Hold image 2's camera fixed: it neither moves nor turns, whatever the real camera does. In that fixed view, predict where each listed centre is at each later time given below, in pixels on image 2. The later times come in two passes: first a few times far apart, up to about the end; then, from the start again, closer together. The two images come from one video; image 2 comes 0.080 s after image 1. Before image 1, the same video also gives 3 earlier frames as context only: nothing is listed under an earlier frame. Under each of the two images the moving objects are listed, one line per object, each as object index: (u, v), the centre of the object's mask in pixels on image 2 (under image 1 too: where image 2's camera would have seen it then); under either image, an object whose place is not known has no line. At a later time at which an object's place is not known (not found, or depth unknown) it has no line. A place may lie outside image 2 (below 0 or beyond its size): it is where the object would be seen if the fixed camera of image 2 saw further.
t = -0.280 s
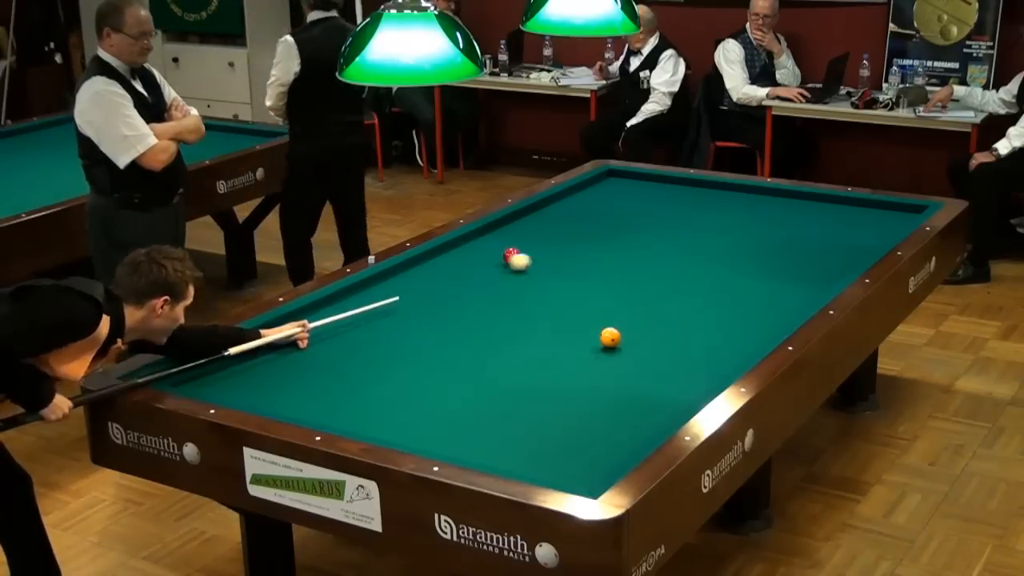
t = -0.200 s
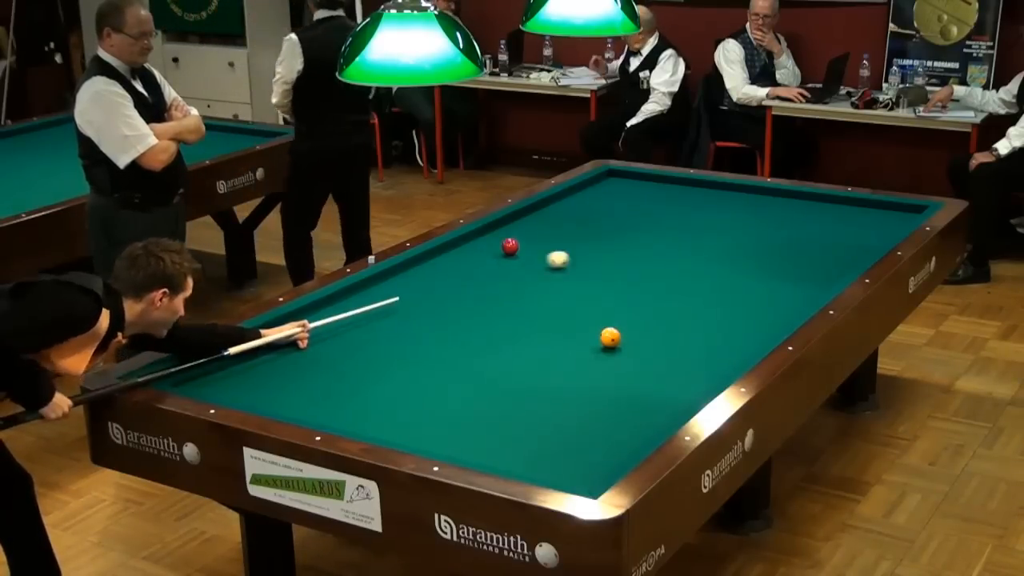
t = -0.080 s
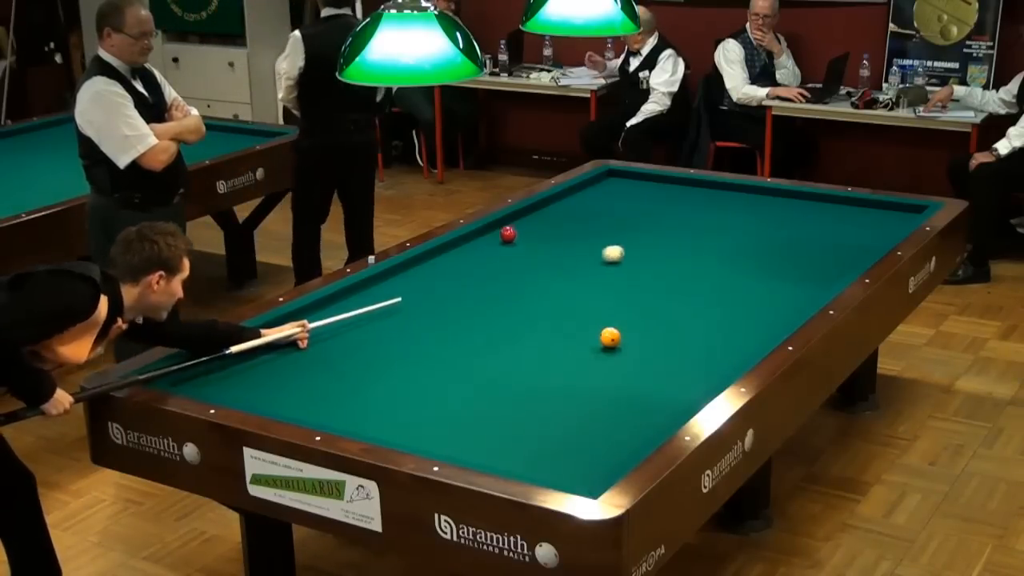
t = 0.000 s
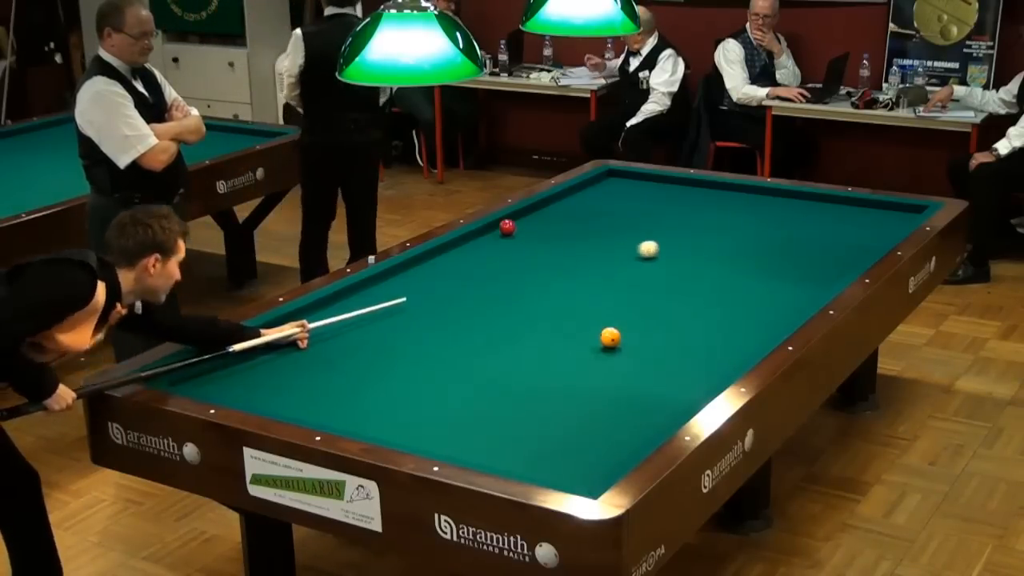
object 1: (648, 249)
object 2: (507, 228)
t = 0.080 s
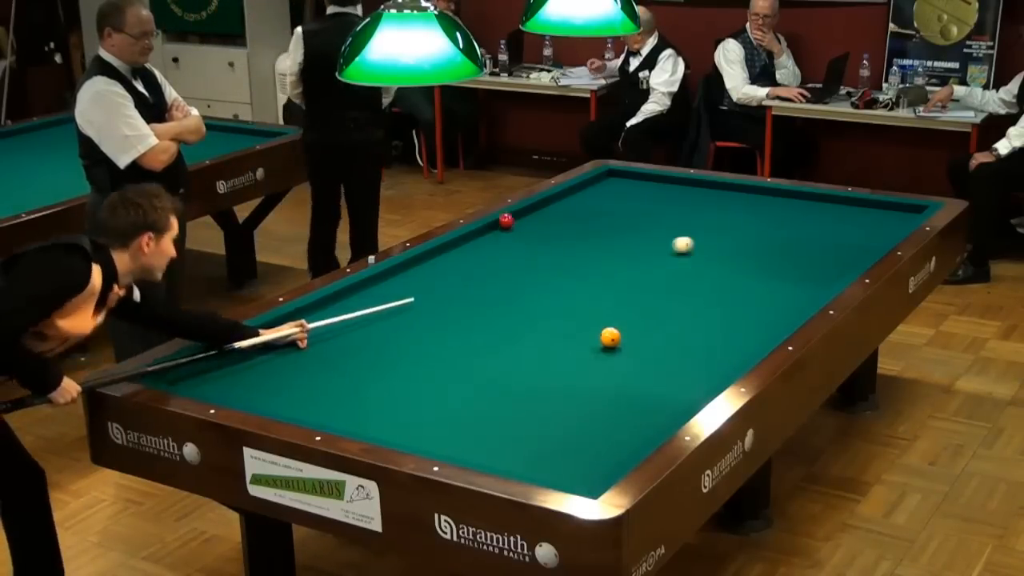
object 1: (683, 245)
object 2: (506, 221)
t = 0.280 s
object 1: (766, 234)
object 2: (539, 214)
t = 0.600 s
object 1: (890, 219)
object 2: (589, 203)
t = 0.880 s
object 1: (860, 211)
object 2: (630, 195)
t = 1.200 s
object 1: (773, 218)
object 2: (673, 185)
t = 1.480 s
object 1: (700, 225)
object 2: (694, 185)
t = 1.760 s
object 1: (626, 231)
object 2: (703, 193)
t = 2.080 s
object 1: (541, 238)
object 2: (713, 203)
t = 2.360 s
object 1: (465, 244)
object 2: (722, 211)
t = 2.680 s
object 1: (447, 263)
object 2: (733, 221)
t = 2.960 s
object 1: (440, 282)
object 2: (743, 229)
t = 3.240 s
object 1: (434, 303)
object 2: (752, 238)
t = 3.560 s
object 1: (425, 329)
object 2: (763, 248)
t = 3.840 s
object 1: (417, 354)
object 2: (773, 257)
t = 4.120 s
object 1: (411, 379)
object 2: (783, 265)
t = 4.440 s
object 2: (794, 276)
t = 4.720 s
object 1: (405, 434)
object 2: (803, 285)
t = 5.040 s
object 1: (469, 429)
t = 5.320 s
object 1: (523, 424)
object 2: (800, 299)
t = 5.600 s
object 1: (574, 419)
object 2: (786, 302)
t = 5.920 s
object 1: (630, 414)
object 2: (771, 306)
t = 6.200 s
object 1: (672, 407)
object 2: (759, 308)
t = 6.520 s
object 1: (667, 393)
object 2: (745, 312)
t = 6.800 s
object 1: (663, 381)
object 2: (734, 315)
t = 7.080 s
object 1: (658, 370)
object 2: (724, 317)
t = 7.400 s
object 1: (653, 358)
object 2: (714, 320)
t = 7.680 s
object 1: (650, 350)
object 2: (705, 322)
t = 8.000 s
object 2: (697, 324)
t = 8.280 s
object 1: (644, 333)
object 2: (691, 325)
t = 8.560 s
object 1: (641, 325)
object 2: (685, 326)
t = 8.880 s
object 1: (639, 318)
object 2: (680, 328)
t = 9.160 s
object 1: (636, 312)
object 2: (676, 329)
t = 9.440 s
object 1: (634, 307)
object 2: (673, 330)
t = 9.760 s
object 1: (632, 302)
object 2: (671, 331)
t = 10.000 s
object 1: (631, 299)
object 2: (670, 331)
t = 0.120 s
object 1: (699, 243)
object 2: (511, 219)
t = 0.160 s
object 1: (716, 241)
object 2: (519, 218)
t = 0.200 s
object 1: (733, 239)
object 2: (526, 216)
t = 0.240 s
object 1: (749, 237)
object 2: (532, 215)
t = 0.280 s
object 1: (766, 234)
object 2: (539, 214)
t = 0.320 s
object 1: (782, 232)
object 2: (545, 213)
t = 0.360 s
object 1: (797, 230)
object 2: (552, 212)
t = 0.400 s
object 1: (813, 228)
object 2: (558, 210)
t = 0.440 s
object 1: (829, 226)
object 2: (564, 209)
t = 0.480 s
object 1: (844, 224)
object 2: (571, 207)
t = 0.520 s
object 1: (859, 222)
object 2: (577, 206)
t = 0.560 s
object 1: (875, 220)
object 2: (583, 205)
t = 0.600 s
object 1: (890, 219)
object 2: (589, 203)
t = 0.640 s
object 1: (904, 216)
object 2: (595, 202)
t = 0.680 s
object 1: (910, 213)
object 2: (601, 201)
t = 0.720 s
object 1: (906, 209)
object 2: (607, 200)
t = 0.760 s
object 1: (899, 206)
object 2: (612, 199)
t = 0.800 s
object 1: (886, 208)
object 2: (618, 197)
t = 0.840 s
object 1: (873, 209)
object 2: (624, 196)
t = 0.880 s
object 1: (860, 211)
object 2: (630, 195)
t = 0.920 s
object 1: (848, 212)
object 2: (635, 194)
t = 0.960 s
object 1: (836, 213)
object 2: (640, 192)
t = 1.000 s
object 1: (825, 214)
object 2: (646, 191)
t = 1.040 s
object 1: (815, 215)
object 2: (652, 190)
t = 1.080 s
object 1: (804, 216)
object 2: (657, 189)
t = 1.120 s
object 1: (794, 217)
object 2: (662, 187)
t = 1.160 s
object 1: (783, 217)
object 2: (668, 186)
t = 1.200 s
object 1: (773, 218)
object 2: (673, 185)
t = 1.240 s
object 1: (763, 219)
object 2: (678, 184)
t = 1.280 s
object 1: (752, 220)
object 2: (683, 183)
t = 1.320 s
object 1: (742, 221)
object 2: (688, 182)
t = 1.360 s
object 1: (731, 222)
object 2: (691, 182)
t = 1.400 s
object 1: (721, 223)
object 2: (692, 183)
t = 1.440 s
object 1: (710, 224)
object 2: (693, 184)
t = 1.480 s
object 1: (700, 225)
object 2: (694, 185)
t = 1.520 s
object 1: (689, 226)
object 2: (695, 186)
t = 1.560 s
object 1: (679, 226)
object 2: (696, 188)
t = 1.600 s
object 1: (668, 227)
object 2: (698, 189)
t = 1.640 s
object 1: (658, 228)
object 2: (699, 190)
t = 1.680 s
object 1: (647, 229)
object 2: (700, 191)
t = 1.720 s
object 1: (636, 230)
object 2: (702, 192)
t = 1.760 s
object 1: (626, 231)
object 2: (703, 193)
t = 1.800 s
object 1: (615, 232)
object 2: (704, 195)
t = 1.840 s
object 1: (605, 233)
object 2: (705, 196)
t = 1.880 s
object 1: (594, 233)
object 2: (707, 197)
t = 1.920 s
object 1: (583, 234)
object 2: (708, 198)
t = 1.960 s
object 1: (573, 235)
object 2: (709, 199)
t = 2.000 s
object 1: (562, 236)
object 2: (711, 200)
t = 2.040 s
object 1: (552, 237)
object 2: (712, 202)
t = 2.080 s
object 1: (541, 238)
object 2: (713, 203)
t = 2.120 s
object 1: (530, 239)
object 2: (714, 204)
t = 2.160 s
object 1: (519, 239)
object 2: (716, 205)
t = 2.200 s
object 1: (509, 240)
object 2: (717, 206)
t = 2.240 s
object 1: (498, 241)
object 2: (718, 207)
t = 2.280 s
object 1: (487, 242)
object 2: (720, 209)
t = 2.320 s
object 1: (476, 243)
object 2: (721, 210)
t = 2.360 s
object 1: (465, 244)
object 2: (722, 211)
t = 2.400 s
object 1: (455, 245)
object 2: (724, 212)
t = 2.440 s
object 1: (450, 247)
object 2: (725, 214)
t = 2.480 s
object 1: (450, 249)
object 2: (726, 215)
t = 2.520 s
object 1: (450, 252)
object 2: (728, 216)
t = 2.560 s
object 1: (449, 255)
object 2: (729, 217)
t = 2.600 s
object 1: (448, 257)
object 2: (730, 219)
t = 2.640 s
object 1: (447, 260)
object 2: (732, 220)
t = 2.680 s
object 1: (447, 263)
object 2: (733, 221)
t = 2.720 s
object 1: (446, 266)
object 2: (735, 222)
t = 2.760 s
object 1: (445, 268)
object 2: (736, 223)
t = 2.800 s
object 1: (444, 271)
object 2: (737, 225)
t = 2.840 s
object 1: (443, 274)
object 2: (738, 226)
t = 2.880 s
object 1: (442, 277)
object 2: (740, 227)
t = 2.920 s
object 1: (441, 279)
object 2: (741, 228)
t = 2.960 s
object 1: (440, 282)
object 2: (743, 229)
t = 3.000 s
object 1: (440, 285)
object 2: (744, 231)
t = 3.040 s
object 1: (438, 288)
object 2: (745, 232)
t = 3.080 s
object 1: (438, 291)
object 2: (747, 233)
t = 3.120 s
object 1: (436, 294)
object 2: (748, 234)
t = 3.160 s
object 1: (436, 297)
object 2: (749, 236)
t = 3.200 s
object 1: (435, 300)
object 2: (751, 237)
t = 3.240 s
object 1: (434, 303)
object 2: (752, 238)
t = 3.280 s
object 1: (433, 306)
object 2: (754, 240)
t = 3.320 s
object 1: (432, 310)
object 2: (755, 241)
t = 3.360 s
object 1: (431, 313)
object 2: (756, 242)
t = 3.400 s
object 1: (430, 316)
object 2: (758, 243)
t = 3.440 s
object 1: (429, 319)
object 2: (759, 244)
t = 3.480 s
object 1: (428, 322)
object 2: (760, 246)
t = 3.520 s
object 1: (426, 326)
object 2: (762, 247)
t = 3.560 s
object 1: (425, 329)
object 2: (763, 248)
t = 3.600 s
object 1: (425, 332)
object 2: (765, 250)
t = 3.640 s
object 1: (423, 336)
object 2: (766, 251)
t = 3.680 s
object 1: (422, 340)
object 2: (767, 252)
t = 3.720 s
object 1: (421, 343)
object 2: (768, 253)
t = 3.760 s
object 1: (420, 347)
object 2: (770, 255)
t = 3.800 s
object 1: (419, 350)
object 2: (771, 256)
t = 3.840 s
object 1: (417, 354)
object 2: (773, 257)
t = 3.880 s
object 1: (417, 358)
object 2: (774, 258)
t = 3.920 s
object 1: (415, 361)
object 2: (776, 259)
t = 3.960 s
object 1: (414, 365)
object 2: (777, 260)
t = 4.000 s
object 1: (413, 369)
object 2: (778, 261)
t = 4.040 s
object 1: (411, 372)
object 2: (779, 262)
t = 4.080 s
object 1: (410, 376)
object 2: (779, 261)
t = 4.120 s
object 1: (411, 379)
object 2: (783, 265)
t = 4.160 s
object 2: (785, 268)
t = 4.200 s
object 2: (785, 268)
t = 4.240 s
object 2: (786, 269)
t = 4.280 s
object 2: (788, 271)
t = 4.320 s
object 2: (789, 272)
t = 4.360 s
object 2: (791, 273)
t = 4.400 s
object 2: (792, 275)
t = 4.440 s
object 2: (794, 276)
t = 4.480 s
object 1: (394, 414)
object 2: (795, 277)
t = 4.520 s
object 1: (396, 422)
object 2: (796, 279)
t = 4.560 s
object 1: (395, 426)
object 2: (798, 280)
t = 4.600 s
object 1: (393, 430)
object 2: (799, 281)
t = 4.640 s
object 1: (392, 433)
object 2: (801, 283)
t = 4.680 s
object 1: (396, 434)
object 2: (802, 284)
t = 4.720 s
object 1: (405, 434)
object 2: (803, 285)
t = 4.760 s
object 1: (413, 434)
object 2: (805, 286)
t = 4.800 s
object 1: (422, 434)
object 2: (806, 287)
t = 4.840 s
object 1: (430, 434)
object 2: (807, 289)
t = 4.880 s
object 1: (438, 433)
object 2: (809, 290)
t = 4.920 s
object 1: (445, 432)
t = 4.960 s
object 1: (454, 431)
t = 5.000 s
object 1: (461, 430)
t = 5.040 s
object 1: (469, 429)
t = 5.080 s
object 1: (477, 429)
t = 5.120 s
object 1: (485, 428)
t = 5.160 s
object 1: (492, 427)
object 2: (807, 296)
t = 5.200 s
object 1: (500, 426)
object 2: (806, 296)
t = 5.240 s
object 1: (508, 426)
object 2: (804, 297)
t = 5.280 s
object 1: (516, 425)
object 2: (802, 298)
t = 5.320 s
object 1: (523, 424)
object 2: (800, 299)
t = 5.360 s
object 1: (530, 423)
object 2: (798, 299)
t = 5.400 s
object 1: (538, 423)
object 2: (796, 299)
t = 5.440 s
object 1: (545, 422)
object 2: (794, 300)
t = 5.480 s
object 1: (553, 421)
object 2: (792, 301)
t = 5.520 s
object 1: (560, 421)
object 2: (790, 301)
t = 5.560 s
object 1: (567, 420)
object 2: (788, 302)
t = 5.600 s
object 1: (574, 419)
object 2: (786, 302)
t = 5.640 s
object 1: (581, 418)
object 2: (784, 303)
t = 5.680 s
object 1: (589, 418)
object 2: (782, 303)
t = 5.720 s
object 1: (596, 417)
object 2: (780, 304)
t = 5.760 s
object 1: (603, 416)
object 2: (778, 304)
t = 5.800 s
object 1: (610, 416)
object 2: (776, 305)
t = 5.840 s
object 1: (617, 415)
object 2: (774, 305)
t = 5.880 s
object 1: (624, 414)
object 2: (772, 305)
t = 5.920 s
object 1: (630, 414)
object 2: (771, 306)
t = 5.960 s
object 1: (637, 413)
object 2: (769, 306)
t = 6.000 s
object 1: (644, 412)
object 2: (767, 307)
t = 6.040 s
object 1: (651, 412)
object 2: (765, 307)
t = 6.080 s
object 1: (658, 411)
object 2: (764, 307)
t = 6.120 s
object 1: (664, 410)
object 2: (762, 308)
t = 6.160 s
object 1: (670, 409)
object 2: (760, 308)
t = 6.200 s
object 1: (672, 407)
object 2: (759, 308)
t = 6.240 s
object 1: (672, 405)
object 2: (757, 309)
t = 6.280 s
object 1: (671, 404)
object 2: (755, 309)
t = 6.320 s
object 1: (670, 402)
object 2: (753, 310)
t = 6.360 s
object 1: (670, 401)
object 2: (751, 310)
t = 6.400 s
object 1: (669, 399)
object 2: (750, 311)
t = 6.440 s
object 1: (669, 397)
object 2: (748, 311)
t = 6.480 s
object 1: (668, 395)
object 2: (747, 312)
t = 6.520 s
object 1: (667, 393)
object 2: (745, 312)
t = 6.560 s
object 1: (666, 391)
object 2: (743, 313)
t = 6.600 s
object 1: (665, 390)
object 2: (742, 313)
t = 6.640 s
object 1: (665, 388)
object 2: (740, 313)
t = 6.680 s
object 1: (664, 386)
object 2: (739, 314)
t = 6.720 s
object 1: (664, 384)
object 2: (737, 314)
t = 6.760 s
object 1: (663, 383)
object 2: (736, 314)
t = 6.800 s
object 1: (663, 381)
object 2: (734, 315)
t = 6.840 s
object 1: (662, 380)
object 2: (733, 315)
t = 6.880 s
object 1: (661, 378)
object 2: (731, 315)
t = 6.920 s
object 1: (661, 377)
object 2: (730, 316)
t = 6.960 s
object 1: (660, 375)
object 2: (728, 316)
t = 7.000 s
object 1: (659, 373)
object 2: (727, 316)
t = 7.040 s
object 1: (659, 372)
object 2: (725, 317)
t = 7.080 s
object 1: (658, 370)
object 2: (724, 317)
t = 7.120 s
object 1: (657, 369)
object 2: (723, 318)
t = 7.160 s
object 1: (657, 367)
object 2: (721, 318)
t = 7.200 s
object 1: (656, 366)
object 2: (720, 318)
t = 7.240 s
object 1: (656, 364)
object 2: (719, 319)
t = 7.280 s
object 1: (655, 363)
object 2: (717, 319)
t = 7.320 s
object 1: (654, 361)
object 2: (716, 319)
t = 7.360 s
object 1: (654, 360)
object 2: (715, 320)
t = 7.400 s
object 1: (653, 358)
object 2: (714, 320)
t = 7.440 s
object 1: (653, 357)
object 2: (712, 320)
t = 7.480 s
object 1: (652, 356)
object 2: (711, 320)
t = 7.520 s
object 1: (652, 355)
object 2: (710, 320)
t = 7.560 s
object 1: (651, 353)
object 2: (709, 321)
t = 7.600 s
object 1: (651, 352)
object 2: (708, 321)
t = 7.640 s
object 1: (650, 351)
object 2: (706, 321)
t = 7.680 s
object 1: (650, 350)
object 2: (705, 322)
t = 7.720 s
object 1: (649, 348)
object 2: (704, 322)
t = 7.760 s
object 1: (649, 347)
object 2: (703, 322)
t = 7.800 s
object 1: (649, 346)
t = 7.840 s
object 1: (646, 345)
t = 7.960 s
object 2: (698, 324)
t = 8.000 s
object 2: (697, 324)
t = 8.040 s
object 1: (649, 335)
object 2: (696, 324)
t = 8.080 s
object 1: (647, 333)
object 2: (695, 324)
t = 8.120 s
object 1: (646, 332)
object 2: (694, 324)
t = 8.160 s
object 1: (646, 332)
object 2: (693, 325)
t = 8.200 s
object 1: (645, 333)
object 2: (692, 325)
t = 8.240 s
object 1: (644, 334)
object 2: (692, 325)
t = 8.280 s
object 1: (644, 333)
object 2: (691, 325)
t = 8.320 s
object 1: (643, 331)
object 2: (690, 325)
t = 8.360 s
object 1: (643, 330)
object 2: (689, 325)
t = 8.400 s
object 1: (643, 329)
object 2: (688, 326)
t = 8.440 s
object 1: (642, 328)
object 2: (687, 326)
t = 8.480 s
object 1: (642, 328)
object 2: (686, 326)
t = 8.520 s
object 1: (641, 326)
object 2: (686, 326)
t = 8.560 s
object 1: (641, 325)
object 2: (685, 326)
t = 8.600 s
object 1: (641, 325)
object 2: (684, 327)
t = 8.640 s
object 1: (640, 324)
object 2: (684, 327)
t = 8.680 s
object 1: (640, 322)
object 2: (683, 327)
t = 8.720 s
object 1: (640, 321)
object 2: (682, 327)
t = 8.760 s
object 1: (639, 321)
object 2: (681, 328)
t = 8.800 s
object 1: (639, 320)
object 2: (681, 328)
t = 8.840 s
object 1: (639, 319)
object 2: (680, 328)
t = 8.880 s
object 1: (639, 318)
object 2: (680, 328)
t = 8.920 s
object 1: (638, 317)
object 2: (679, 329)
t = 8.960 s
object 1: (638, 316)
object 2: (678, 329)
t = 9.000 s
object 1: (638, 316)
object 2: (678, 329)
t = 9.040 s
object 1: (637, 315)
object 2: (677, 329)
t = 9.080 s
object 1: (637, 314)
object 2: (677, 329)
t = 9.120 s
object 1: (637, 313)
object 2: (676, 329)
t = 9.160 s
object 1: (636, 312)
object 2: (676, 329)
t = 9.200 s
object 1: (636, 312)
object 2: (675, 329)
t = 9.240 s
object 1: (636, 311)
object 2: (675, 330)
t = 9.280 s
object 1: (635, 310)
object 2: (675, 330)
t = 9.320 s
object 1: (635, 309)
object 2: (674, 330)
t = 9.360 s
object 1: (635, 309)
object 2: (674, 330)
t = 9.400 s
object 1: (634, 308)
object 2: (673, 330)
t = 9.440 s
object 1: (634, 307)
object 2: (673, 330)
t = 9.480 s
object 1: (634, 307)
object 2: (673, 330)
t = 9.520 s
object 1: (634, 306)
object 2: (672, 330)
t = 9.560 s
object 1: (633, 305)
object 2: (672, 331)
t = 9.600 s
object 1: (633, 305)
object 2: (672, 331)
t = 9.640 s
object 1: (633, 304)
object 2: (671, 331)
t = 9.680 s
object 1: (633, 303)
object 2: (671, 331)
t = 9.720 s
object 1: (633, 303)
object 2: (671, 331)
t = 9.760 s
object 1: (632, 302)
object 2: (671, 331)
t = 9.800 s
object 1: (632, 301)
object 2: (671, 331)
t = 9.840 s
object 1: (632, 301)
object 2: (670, 331)
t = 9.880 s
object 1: (631, 300)
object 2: (670, 331)
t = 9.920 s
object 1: (631, 300)
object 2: (670, 331)
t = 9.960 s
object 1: (631, 299)
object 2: (670, 331)
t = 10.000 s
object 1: (631, 299)
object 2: (670, 331)
